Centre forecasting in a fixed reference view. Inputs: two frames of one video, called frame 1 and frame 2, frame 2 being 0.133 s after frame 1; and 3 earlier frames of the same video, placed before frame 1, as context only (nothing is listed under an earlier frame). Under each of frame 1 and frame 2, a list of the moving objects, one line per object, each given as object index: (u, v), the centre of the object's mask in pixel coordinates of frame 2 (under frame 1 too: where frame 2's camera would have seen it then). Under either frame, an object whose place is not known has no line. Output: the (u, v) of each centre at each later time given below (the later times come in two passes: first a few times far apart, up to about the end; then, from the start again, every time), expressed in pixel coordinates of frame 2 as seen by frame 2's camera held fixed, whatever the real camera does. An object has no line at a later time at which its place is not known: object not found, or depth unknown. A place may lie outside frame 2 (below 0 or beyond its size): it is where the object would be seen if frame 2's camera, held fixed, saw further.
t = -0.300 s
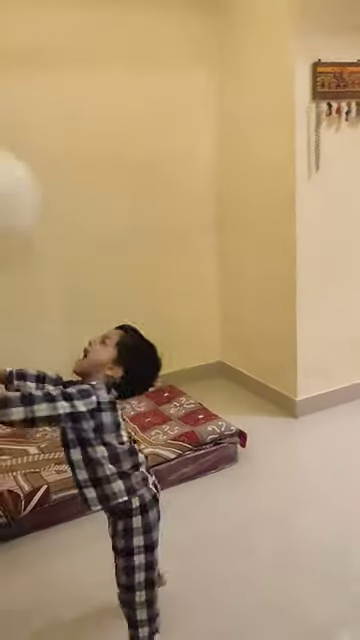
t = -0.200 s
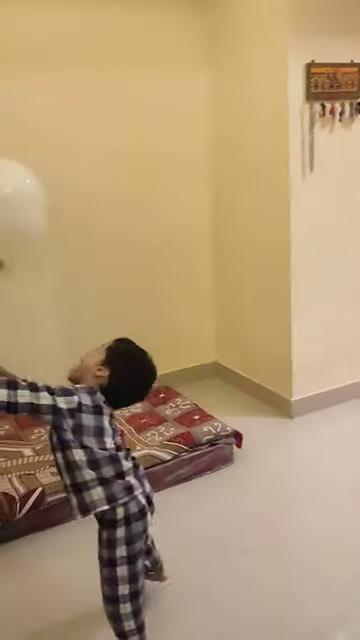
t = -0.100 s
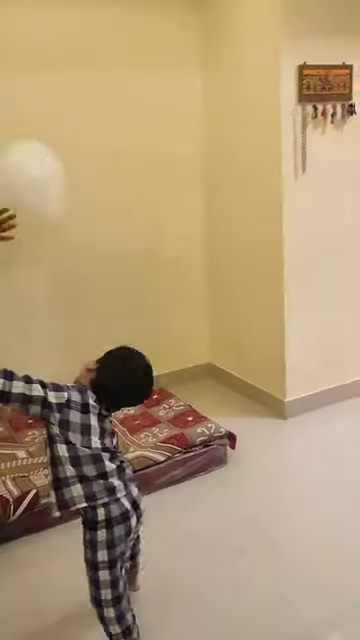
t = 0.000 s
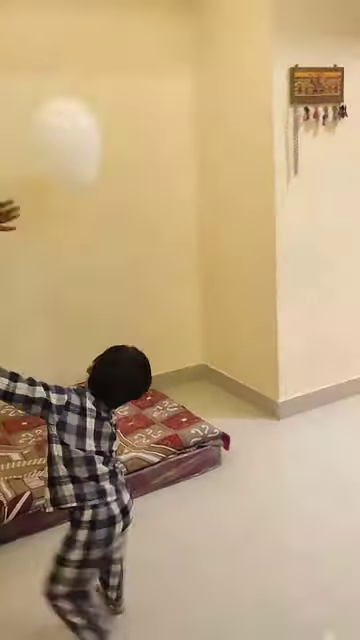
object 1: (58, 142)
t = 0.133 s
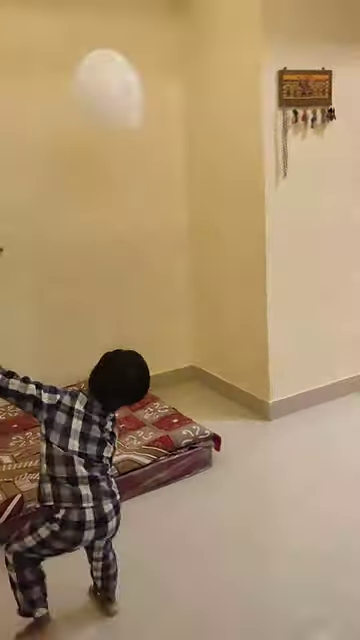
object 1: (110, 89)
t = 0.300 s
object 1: (150, 55)
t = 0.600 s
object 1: (202, 60)
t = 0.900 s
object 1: (245, 121)
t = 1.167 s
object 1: (267, 206)
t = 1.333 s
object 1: (275, 264)
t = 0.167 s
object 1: (120, 80)
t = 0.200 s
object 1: (128, 72)
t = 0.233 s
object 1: (136, 65)
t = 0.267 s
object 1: (143, 60)
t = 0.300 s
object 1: (150, 55)
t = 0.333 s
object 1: (156, 52)
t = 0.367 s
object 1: (162, 51)
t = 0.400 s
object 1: (168, 49)
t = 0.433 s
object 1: (174, 50)
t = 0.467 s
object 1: (179, 50)
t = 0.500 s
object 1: (186, 51)
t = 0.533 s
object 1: (191, 53)
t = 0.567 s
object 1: (196, 56)
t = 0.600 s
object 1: (202, 60)
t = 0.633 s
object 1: (209, 64)
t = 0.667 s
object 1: (214, 69)
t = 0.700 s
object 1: (219, 76)
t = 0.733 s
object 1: (223, 83)
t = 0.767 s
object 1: (228, 90)
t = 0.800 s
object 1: (232, 96)
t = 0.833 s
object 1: (237, 104)
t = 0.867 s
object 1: (242, 112)
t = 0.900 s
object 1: (245, 121)
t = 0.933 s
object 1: (248, 131)
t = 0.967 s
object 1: (251, 140)
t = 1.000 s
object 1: (253, 151)
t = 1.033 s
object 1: (256, 162)
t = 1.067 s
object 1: (258, 173)
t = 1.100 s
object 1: (260, 183)
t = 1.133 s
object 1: (263, 195)
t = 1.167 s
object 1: (267, 206)
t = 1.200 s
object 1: (270, 217)
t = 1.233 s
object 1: (272, 228)
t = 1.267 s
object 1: (272, 241)
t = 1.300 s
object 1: (274, 252)
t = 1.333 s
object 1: (275, 264)
